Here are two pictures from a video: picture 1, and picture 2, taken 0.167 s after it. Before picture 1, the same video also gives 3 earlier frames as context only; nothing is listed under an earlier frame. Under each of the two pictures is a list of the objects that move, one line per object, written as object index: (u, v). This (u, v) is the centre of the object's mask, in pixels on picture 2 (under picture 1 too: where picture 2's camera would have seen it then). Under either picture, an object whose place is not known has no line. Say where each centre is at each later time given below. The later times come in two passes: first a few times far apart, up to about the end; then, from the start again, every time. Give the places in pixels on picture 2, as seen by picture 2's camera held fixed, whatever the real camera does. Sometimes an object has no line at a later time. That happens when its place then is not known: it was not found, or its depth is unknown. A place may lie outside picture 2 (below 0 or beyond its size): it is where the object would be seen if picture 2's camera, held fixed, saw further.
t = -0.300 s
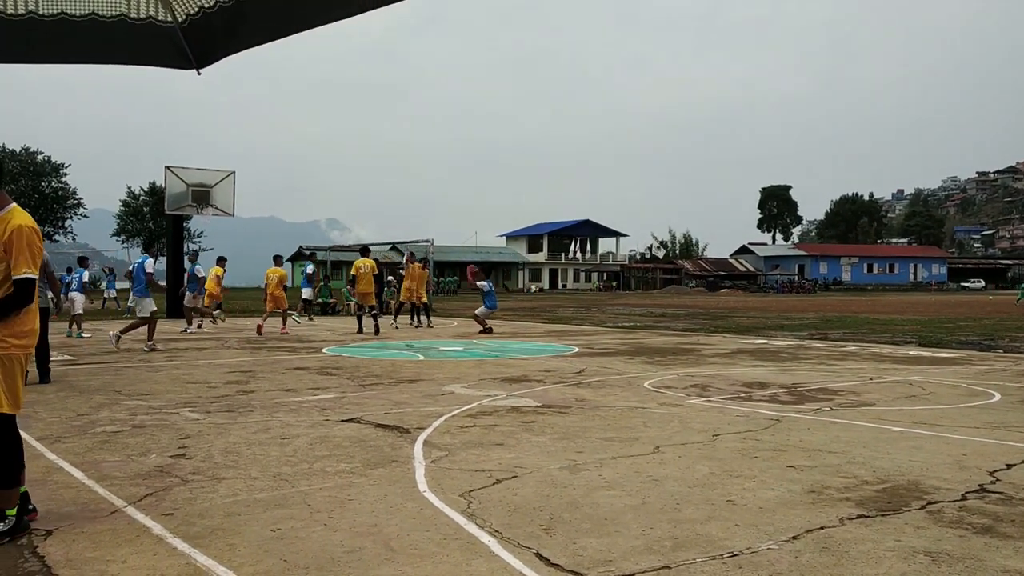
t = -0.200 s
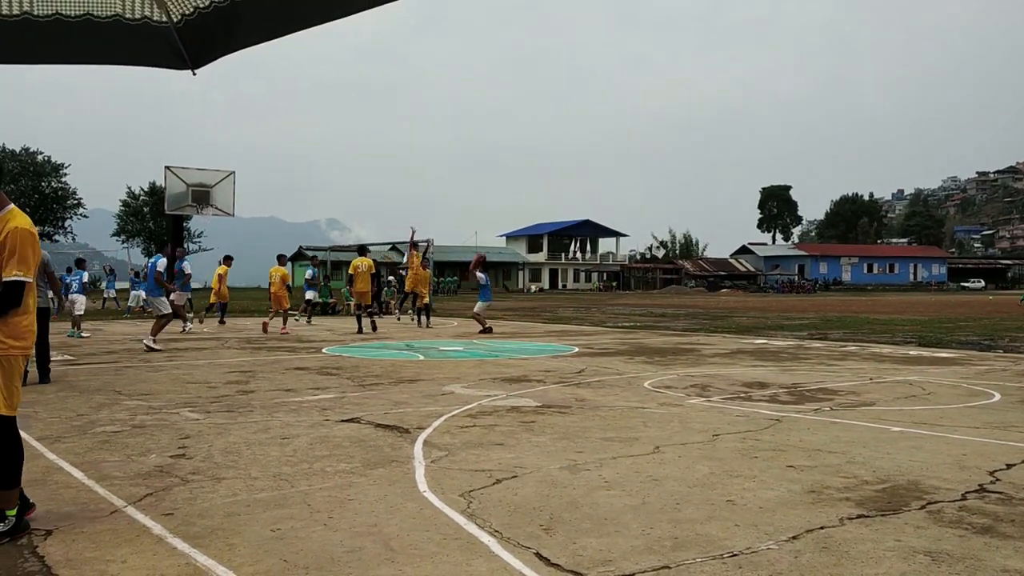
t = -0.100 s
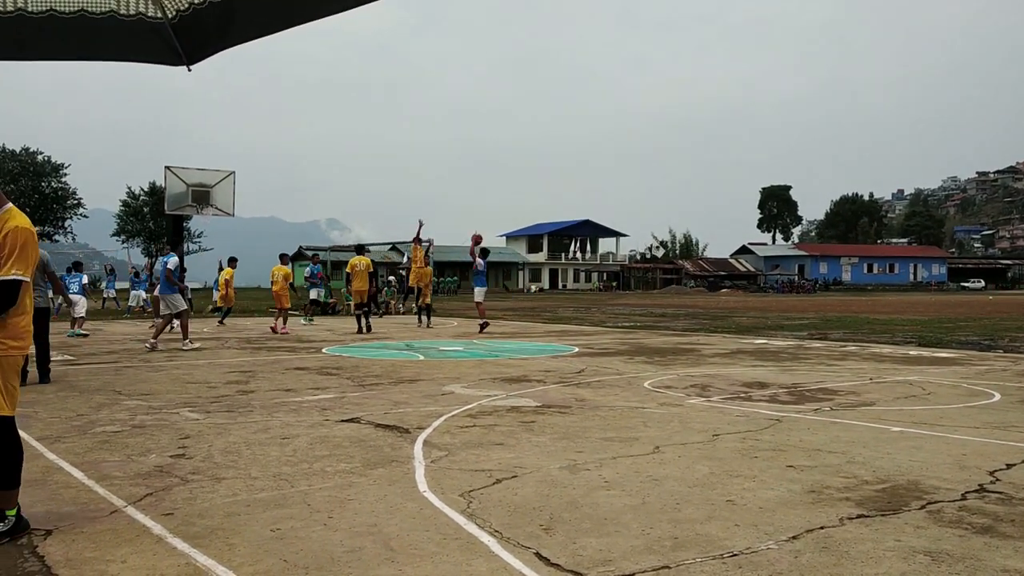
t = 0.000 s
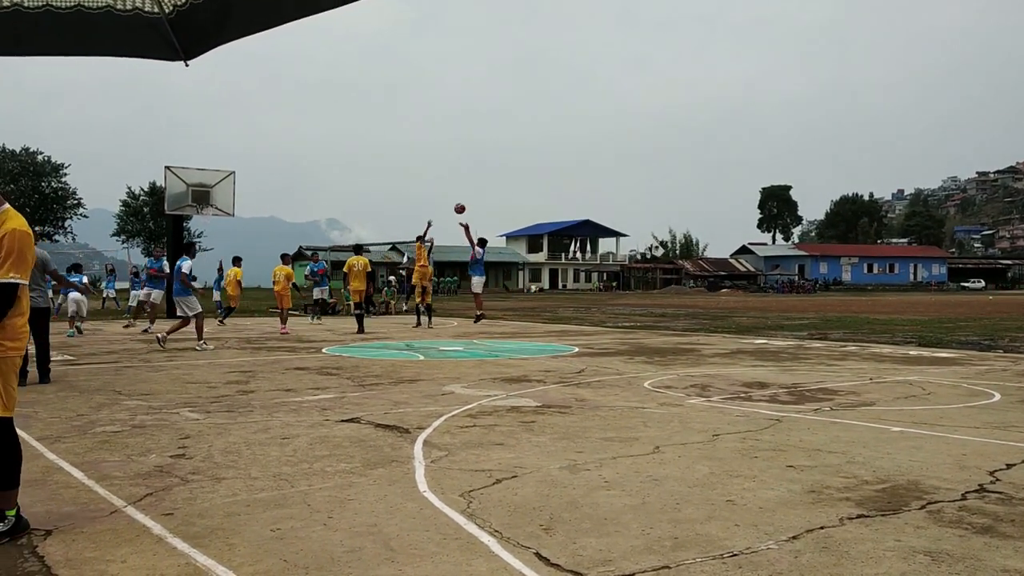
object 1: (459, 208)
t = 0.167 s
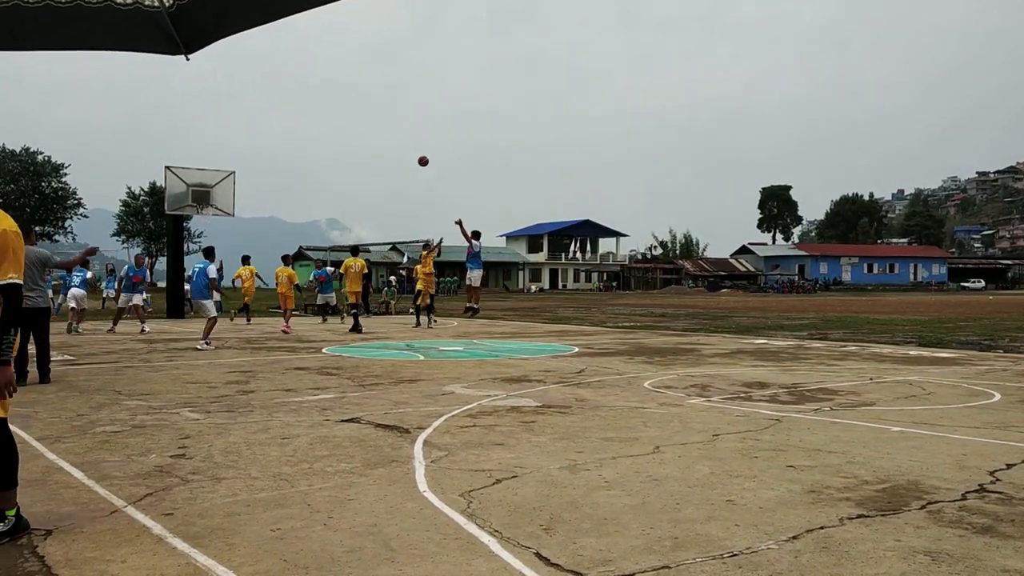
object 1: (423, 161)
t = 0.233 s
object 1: (408, 146)
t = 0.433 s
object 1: (367, 114)
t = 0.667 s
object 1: (322, 98)
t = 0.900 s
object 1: (280, 106)
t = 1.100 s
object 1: (246, 129)
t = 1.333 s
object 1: (208, 175)
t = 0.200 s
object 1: (415, 153)
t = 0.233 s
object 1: (408, 146)
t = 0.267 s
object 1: (402, 139)
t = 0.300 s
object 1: (395, 133)
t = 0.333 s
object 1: (388, 128)
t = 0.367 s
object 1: (381, 122)
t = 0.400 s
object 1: (374, 118)
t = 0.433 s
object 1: (367, 114)
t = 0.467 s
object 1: (361, 110)
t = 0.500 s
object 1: (354, 107)
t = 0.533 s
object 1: (348, 104)
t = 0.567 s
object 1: (341, 102)
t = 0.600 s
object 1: (335, 101)
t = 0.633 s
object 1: (328, 99)
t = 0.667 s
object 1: (322, 98)
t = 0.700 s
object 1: (316, 98)
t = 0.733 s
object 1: (310, 98)
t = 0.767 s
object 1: (304, 99)
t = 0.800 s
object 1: (298, 100)
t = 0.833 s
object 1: (292, 102)
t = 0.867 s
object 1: (286, 104)
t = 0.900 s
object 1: (280, 106)
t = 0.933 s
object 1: (274, 109)
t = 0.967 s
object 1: (269, 112)
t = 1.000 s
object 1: (263, 116)
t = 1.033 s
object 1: (257, 120)
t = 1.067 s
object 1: (252, 125)
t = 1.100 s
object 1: (246, 129)
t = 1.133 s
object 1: (240, 135)
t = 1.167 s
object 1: (235, 140)
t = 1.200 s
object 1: (229, 146)
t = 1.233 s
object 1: (224, 153)
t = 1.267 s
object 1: (219, 160)
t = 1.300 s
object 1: (214, 167)
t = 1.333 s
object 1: (208, 175)
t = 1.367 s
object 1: (203, 182)
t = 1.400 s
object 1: (198, 190)
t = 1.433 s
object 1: (193, 200)
